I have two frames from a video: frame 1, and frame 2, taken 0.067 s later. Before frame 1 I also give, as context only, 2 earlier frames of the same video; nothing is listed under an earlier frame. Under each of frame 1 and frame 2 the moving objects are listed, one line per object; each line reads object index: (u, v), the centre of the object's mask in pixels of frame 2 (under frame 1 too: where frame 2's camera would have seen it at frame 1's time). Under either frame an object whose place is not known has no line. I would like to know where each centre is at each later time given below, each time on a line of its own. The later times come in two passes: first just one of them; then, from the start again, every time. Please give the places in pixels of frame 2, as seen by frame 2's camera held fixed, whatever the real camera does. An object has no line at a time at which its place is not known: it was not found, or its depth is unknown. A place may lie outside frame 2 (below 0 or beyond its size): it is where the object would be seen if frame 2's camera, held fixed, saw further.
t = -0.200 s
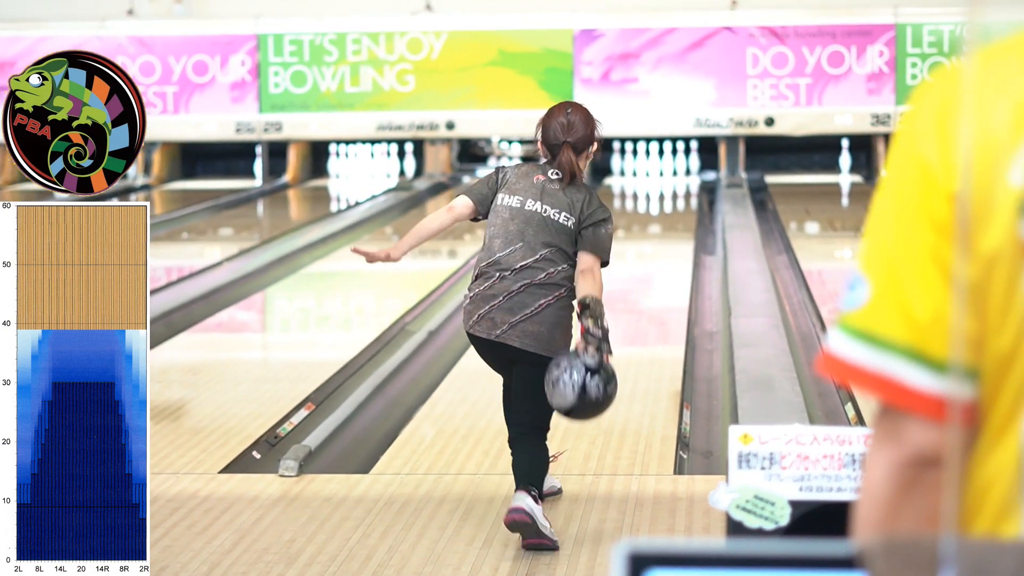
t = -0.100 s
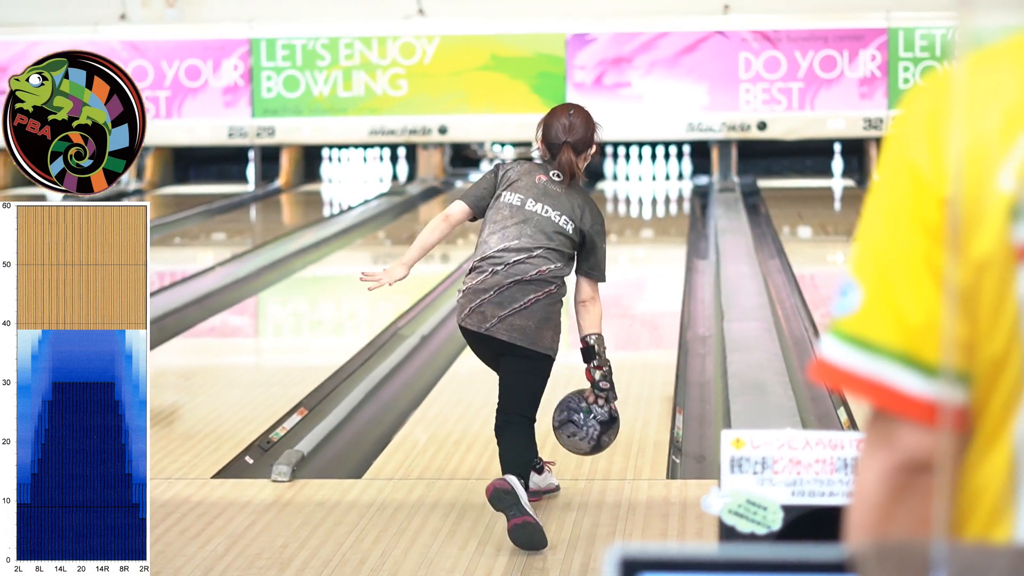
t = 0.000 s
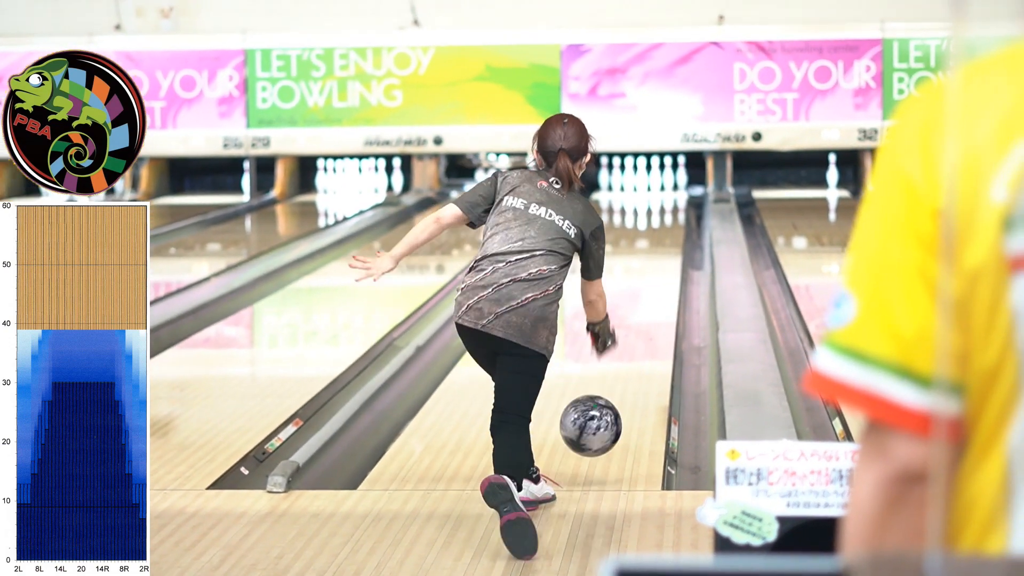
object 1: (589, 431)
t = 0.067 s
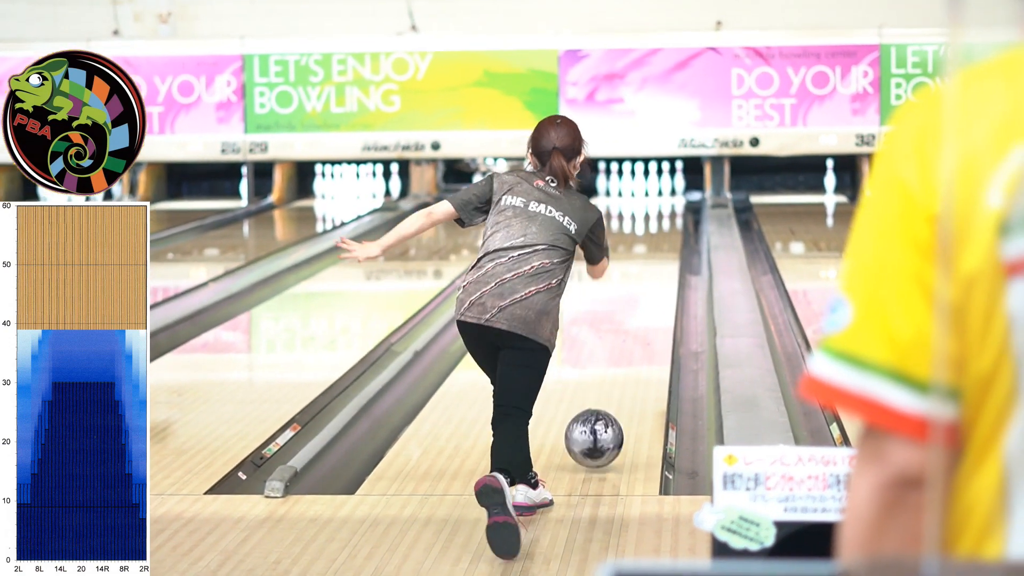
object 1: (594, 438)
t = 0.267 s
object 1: (605, 397)
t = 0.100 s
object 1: (596, 431)
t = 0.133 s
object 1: (597, 423)
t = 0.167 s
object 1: (600, 418)
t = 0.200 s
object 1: (602, 411)
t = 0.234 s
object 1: (604, 404)
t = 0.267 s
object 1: (605, 397)
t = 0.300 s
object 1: (607, 392)
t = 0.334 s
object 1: (607, 386)
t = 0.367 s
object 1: (608, 381)
